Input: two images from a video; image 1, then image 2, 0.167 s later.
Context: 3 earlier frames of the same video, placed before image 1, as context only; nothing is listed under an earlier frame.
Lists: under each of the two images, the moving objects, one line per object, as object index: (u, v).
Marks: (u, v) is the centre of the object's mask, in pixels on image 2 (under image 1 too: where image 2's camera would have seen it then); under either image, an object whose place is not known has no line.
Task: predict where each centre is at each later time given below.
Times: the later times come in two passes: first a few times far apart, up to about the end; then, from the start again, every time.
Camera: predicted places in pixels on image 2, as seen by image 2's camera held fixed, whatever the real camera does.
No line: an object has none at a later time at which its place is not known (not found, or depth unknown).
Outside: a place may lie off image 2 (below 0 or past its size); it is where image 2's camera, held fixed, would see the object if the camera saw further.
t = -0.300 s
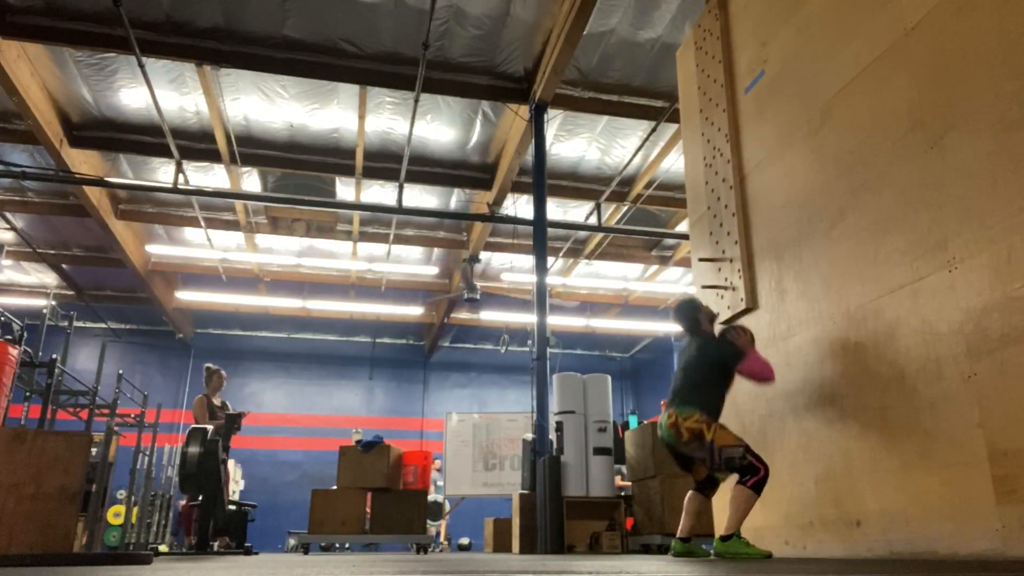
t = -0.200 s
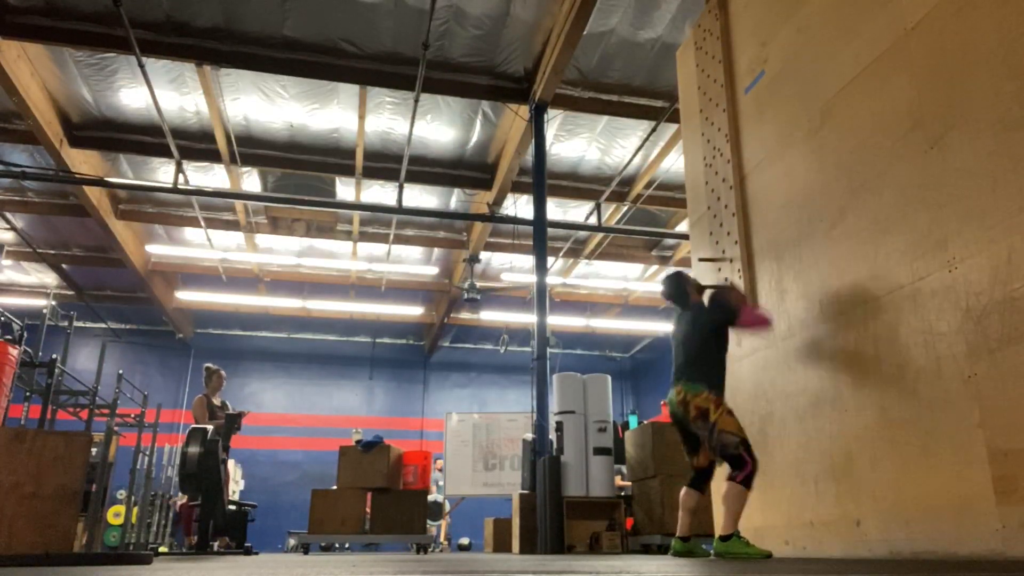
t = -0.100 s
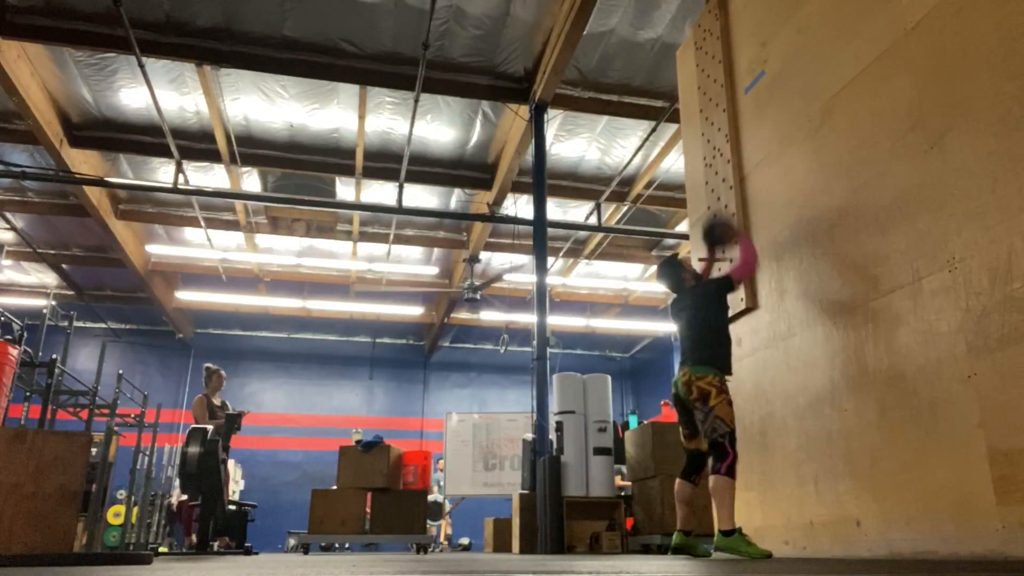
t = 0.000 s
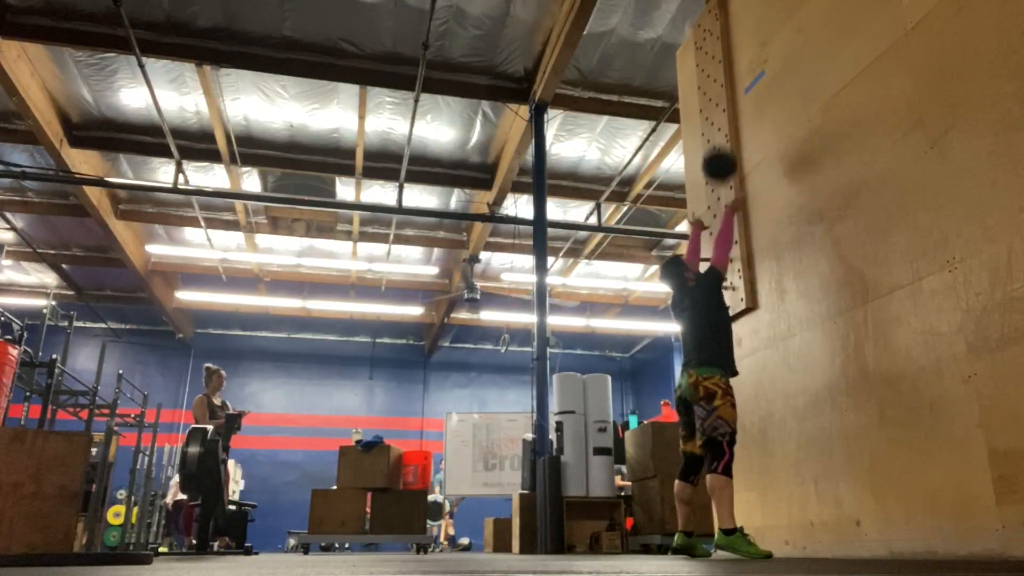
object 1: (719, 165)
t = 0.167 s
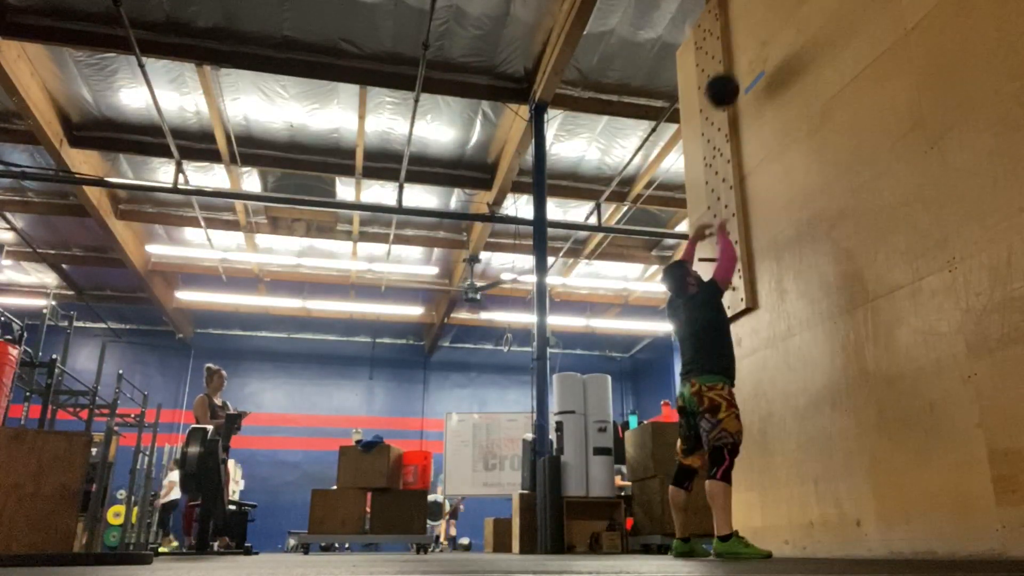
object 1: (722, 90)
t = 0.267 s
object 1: (725, 65)
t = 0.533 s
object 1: (734, 56)
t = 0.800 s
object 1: (730, 125)
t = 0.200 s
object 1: (723, 80)
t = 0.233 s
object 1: (724, 72)
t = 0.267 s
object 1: (725, 65)
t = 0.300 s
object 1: (727, 60)
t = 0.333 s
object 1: (728, 55)
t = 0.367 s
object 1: (729, 53)
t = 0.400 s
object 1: (731, 51)
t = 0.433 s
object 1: (733, 51)
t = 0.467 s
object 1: (735, 52)
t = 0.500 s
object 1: (735, 54)
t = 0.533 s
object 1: (734, 56)
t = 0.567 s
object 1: (733, 59)
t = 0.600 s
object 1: (732, 65)
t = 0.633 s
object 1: (731, 71)
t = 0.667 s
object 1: (731, 78)
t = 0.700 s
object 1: (731, 87)
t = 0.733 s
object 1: (731, 98)
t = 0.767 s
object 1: (730, 111)
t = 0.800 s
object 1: (730, 125)
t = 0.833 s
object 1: (730, 139)
